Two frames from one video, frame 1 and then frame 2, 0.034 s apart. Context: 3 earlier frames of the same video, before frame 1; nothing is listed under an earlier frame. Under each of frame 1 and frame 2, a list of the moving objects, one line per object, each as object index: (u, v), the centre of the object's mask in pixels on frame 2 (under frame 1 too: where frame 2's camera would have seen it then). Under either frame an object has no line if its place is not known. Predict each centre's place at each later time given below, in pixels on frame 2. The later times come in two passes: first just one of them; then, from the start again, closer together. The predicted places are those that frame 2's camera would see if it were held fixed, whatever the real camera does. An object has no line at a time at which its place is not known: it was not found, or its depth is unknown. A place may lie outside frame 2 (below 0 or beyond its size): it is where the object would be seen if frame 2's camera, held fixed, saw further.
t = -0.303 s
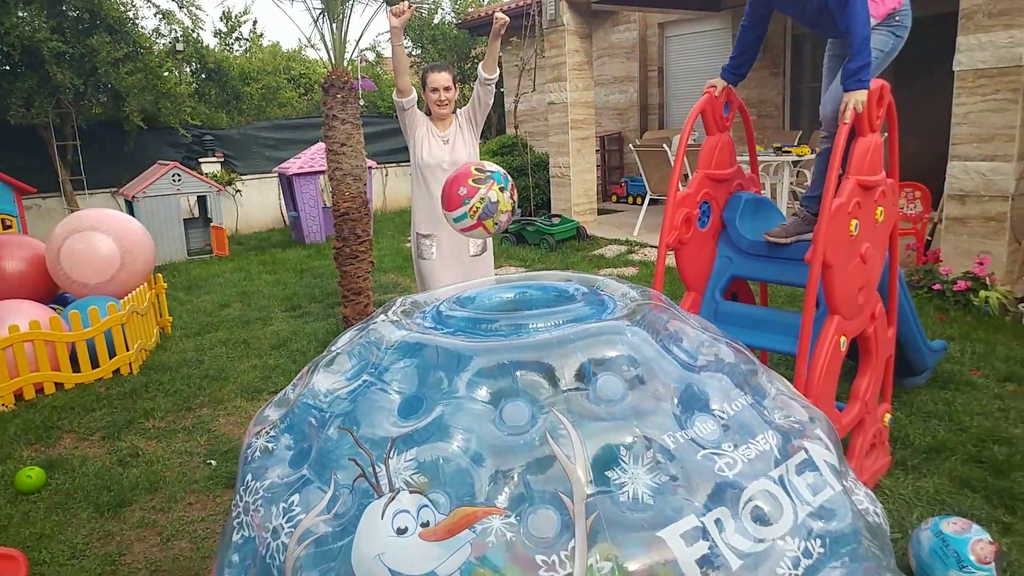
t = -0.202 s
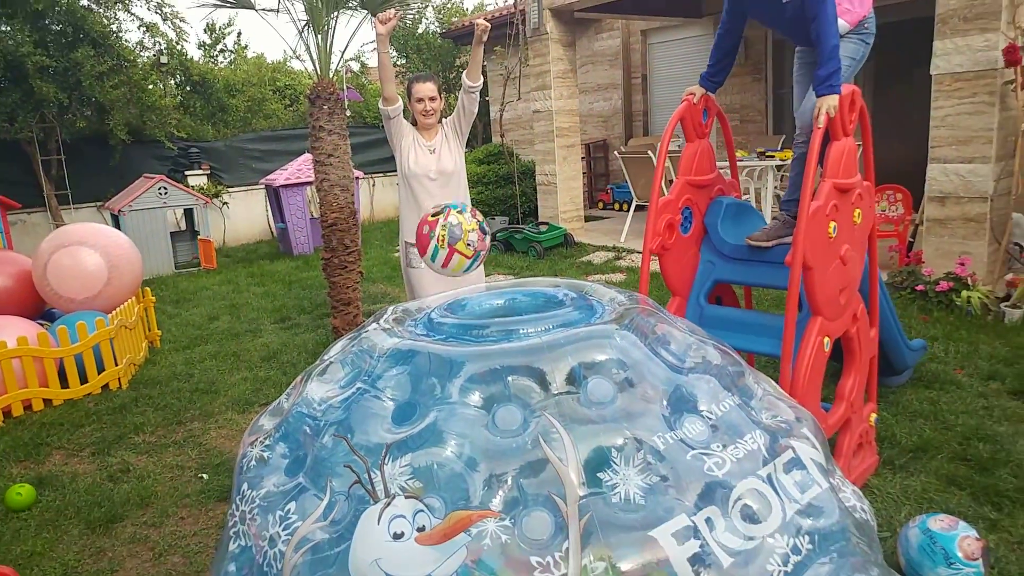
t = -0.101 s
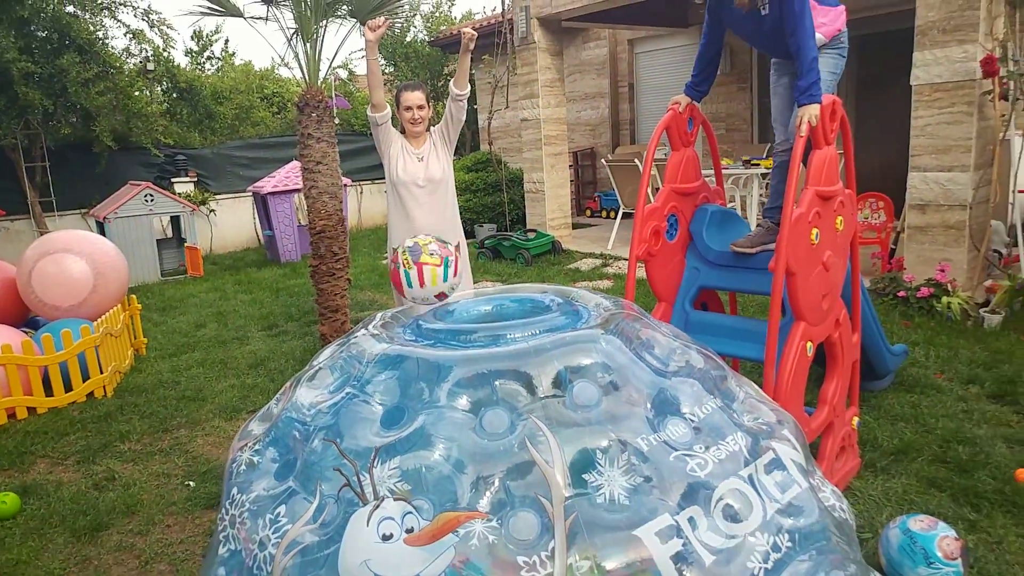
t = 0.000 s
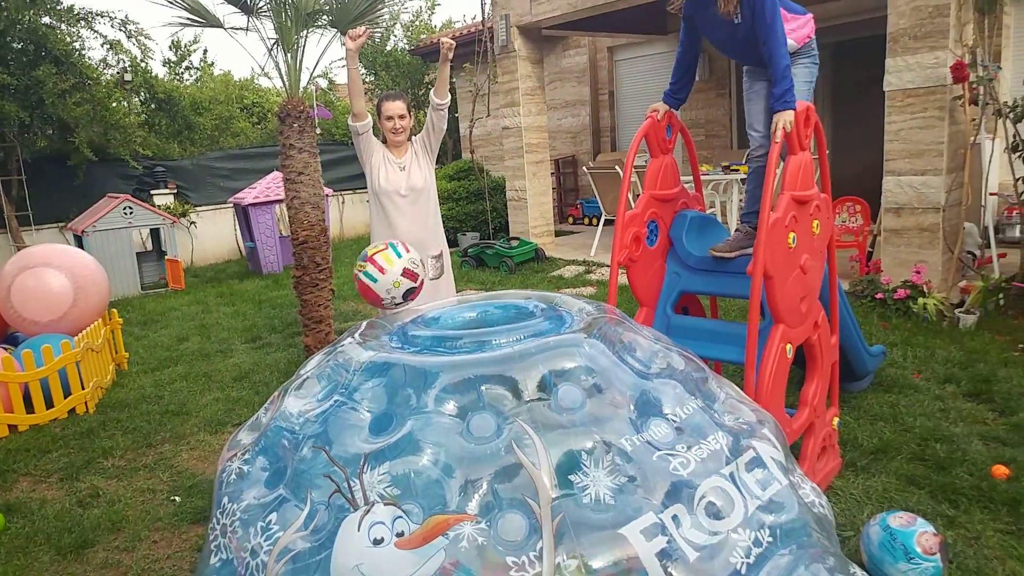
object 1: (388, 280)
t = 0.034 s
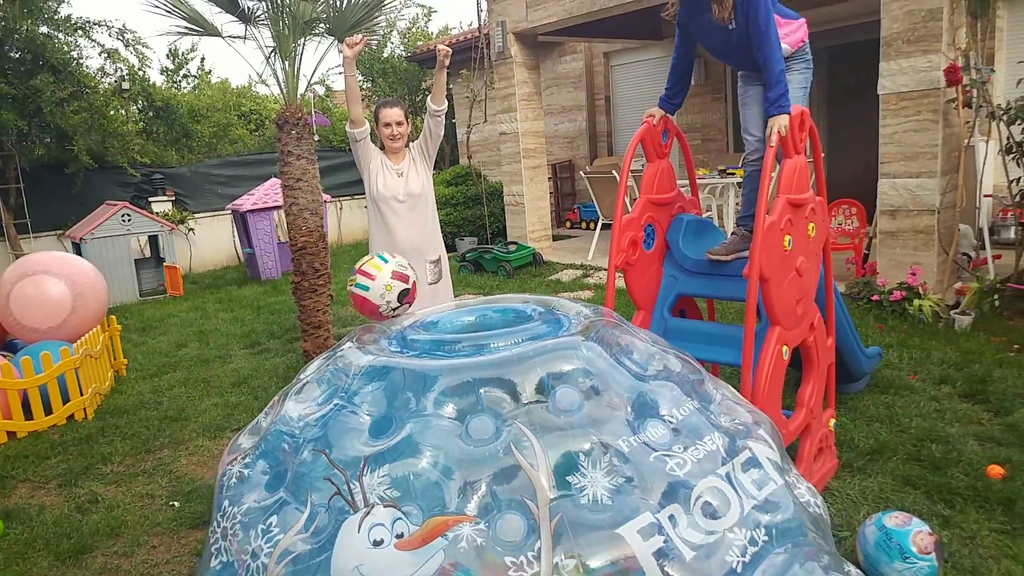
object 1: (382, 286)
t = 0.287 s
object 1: (320, 327)
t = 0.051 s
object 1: (379, 288)
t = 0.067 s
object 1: (375, 289)
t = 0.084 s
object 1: (370, 290)
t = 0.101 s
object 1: (367, 292)
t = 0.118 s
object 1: (363, 296)
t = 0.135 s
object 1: (359, 299)
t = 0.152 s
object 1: (355, 303)
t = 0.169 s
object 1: (352, 308)
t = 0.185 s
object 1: (347, 312)
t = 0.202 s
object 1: (343, 315)
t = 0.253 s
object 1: (329, 321)
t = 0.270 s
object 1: (325, 324)
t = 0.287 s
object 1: (320, 327)
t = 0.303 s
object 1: (315, 331)
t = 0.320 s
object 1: (310, 336)
